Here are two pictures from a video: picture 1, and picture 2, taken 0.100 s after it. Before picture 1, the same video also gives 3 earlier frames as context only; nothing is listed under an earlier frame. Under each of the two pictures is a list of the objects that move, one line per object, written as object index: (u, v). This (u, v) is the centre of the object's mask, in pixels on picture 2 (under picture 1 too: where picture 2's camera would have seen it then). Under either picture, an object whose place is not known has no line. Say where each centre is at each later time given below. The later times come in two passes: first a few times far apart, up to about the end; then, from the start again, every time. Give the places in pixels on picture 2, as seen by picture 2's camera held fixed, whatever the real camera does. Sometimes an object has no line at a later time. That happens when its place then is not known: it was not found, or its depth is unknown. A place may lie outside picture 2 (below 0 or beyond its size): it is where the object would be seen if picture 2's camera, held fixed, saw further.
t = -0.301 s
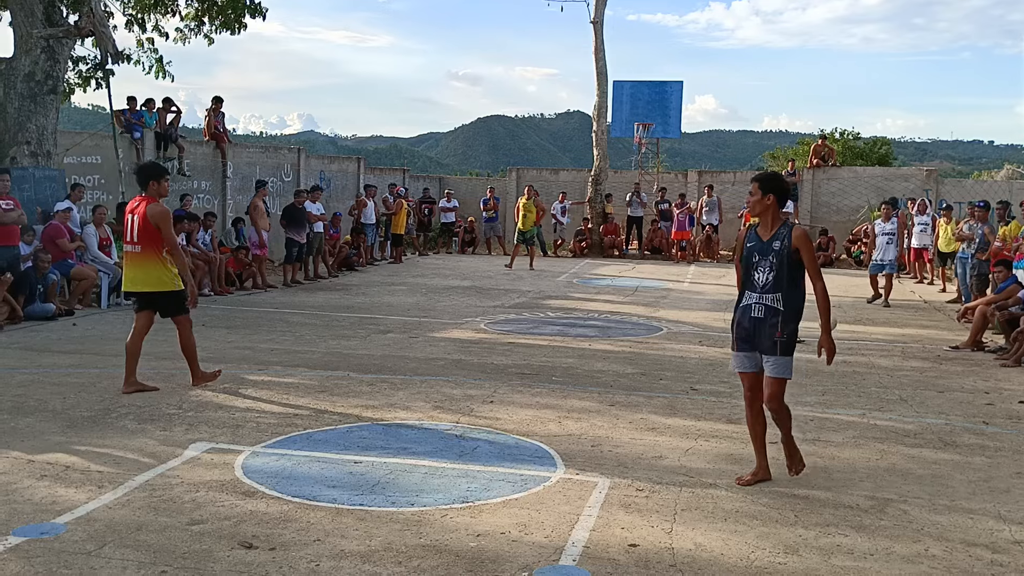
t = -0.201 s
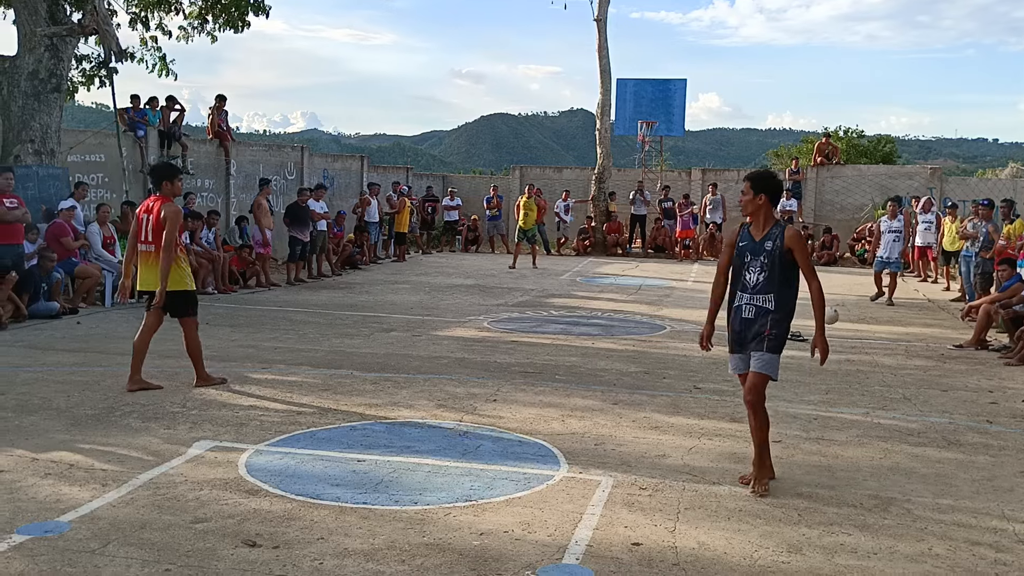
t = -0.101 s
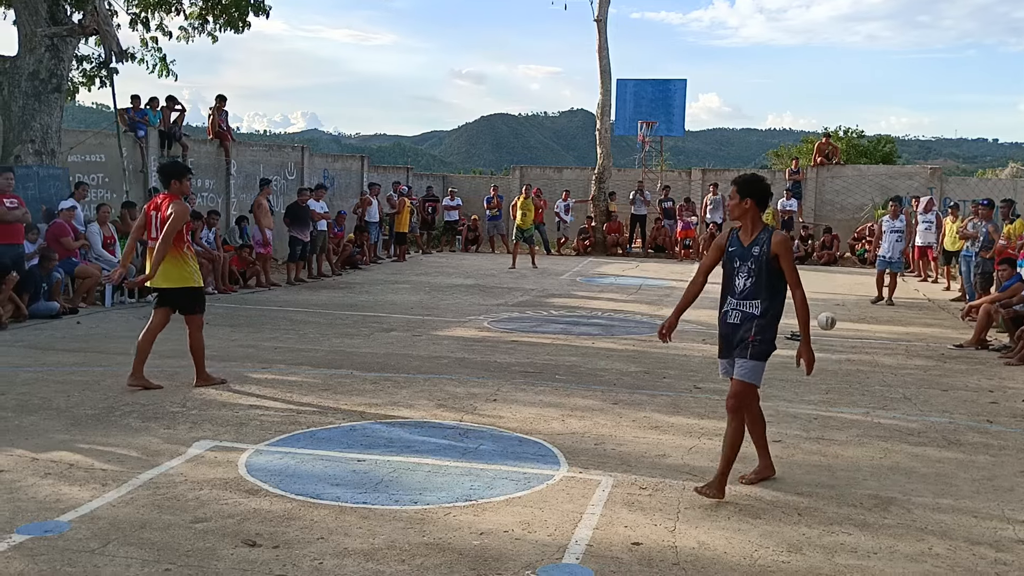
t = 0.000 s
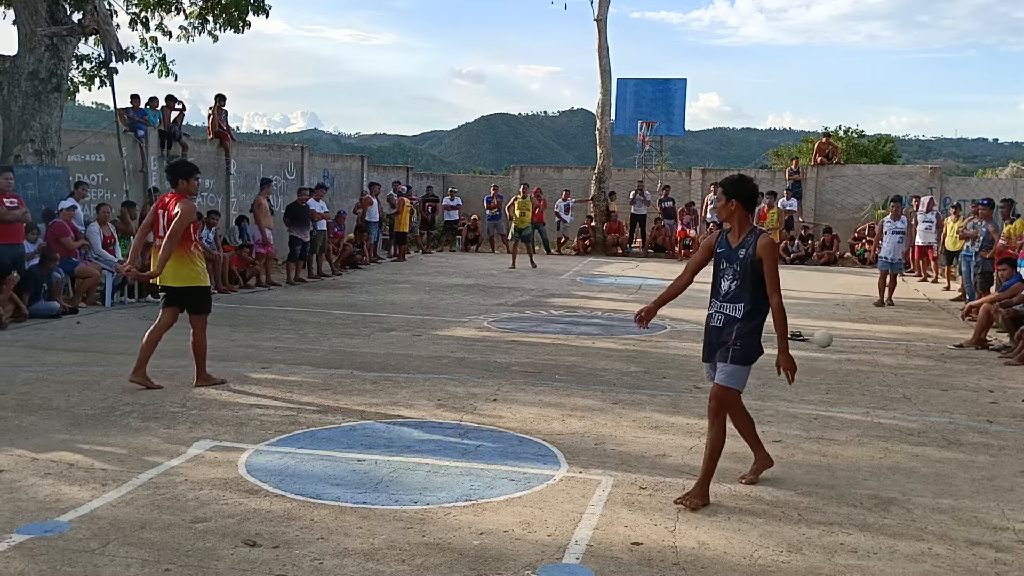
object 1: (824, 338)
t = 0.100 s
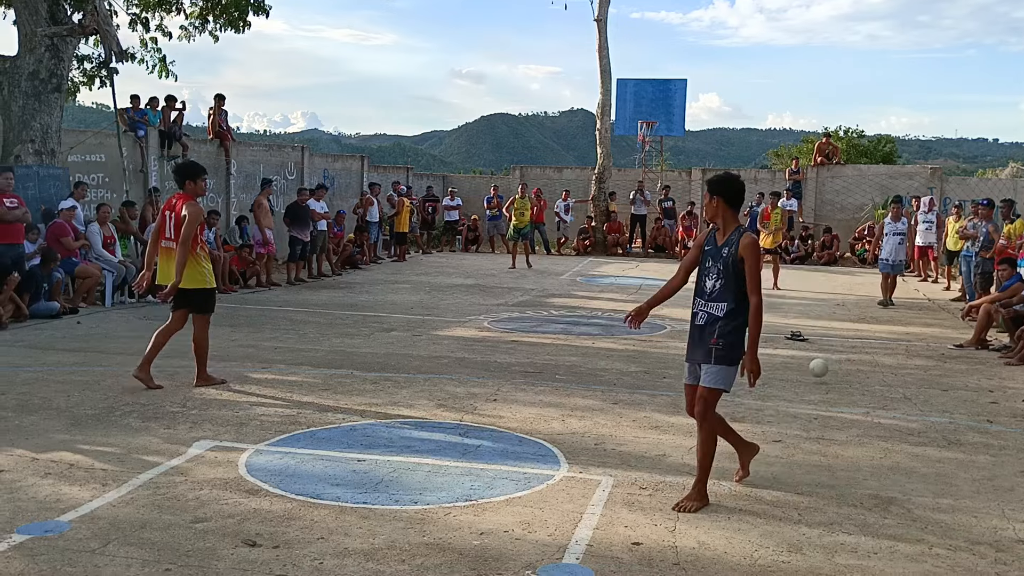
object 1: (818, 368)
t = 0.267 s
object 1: (816, 346)
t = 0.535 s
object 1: (807, 354)
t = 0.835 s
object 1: (799, 356)
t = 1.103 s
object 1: (788, 389)
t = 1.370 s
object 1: (778, 371)
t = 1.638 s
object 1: (764, 389)
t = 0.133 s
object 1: (818, 372)
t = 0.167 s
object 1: (817, 364)
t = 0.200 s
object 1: (817, 356)
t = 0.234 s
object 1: (816, 351)
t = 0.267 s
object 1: (816, 346)
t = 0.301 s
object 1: (815, 342)
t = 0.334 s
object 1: (814, 340)
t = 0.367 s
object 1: (813, 339)
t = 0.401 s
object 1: (812, 340)
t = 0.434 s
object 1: (811, 341)
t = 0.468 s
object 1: (810, 344)
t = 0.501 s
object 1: (809, 349)
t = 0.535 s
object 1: (807, 354)
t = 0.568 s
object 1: (806, 362)
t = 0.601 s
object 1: (803, 369)
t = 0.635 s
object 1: (802, 381)
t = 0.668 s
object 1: (801, 382)
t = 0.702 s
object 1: (798, 371)
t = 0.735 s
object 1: (800, 368)
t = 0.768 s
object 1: (799, 363)
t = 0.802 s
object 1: (799, 360)
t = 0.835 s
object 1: (799, 356)
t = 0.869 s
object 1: (798, 355)
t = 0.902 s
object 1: (796, 356)
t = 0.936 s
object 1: (794, 358)
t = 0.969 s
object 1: (794, 361)
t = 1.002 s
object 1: (792, 365)
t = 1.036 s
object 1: (791, 372)
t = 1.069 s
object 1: (789, 379)
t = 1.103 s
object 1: (788, 389)
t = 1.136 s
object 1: (786, 394)
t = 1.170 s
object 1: (785, 386)
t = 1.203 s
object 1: (784, 380)
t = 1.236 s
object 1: (783, 376)
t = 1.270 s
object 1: (781, 372)
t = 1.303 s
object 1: (780, 370)
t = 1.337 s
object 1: (779, 370)
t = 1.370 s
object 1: (778, 371)
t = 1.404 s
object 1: (776, 374)
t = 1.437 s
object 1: (775, 378)
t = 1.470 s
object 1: (773, 384)
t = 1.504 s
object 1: (771, 392)
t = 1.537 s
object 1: (769, 400)
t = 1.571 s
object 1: (767, 400)
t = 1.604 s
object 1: (766, 394)
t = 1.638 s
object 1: (764, 389)
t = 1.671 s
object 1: (763, 385)
